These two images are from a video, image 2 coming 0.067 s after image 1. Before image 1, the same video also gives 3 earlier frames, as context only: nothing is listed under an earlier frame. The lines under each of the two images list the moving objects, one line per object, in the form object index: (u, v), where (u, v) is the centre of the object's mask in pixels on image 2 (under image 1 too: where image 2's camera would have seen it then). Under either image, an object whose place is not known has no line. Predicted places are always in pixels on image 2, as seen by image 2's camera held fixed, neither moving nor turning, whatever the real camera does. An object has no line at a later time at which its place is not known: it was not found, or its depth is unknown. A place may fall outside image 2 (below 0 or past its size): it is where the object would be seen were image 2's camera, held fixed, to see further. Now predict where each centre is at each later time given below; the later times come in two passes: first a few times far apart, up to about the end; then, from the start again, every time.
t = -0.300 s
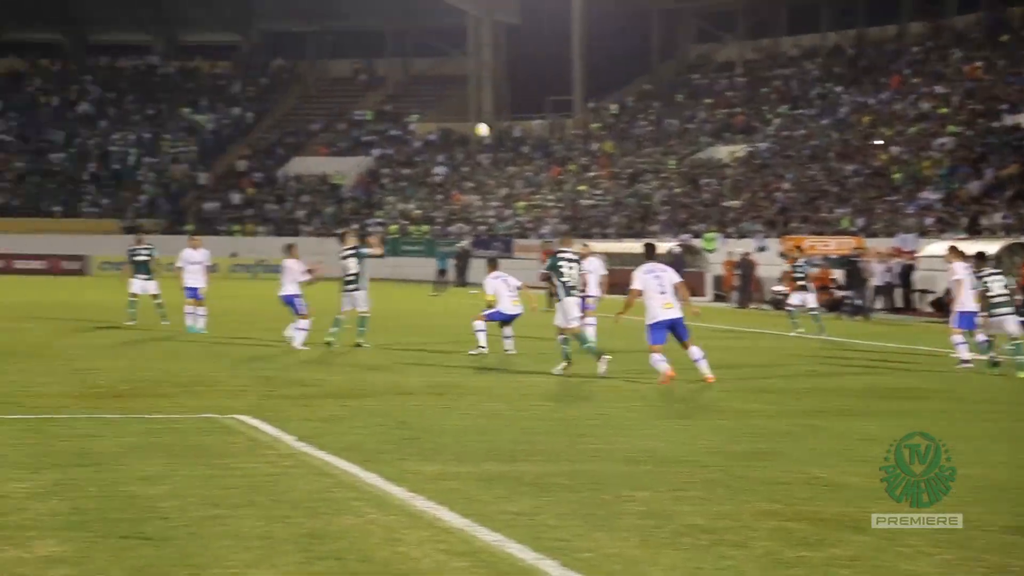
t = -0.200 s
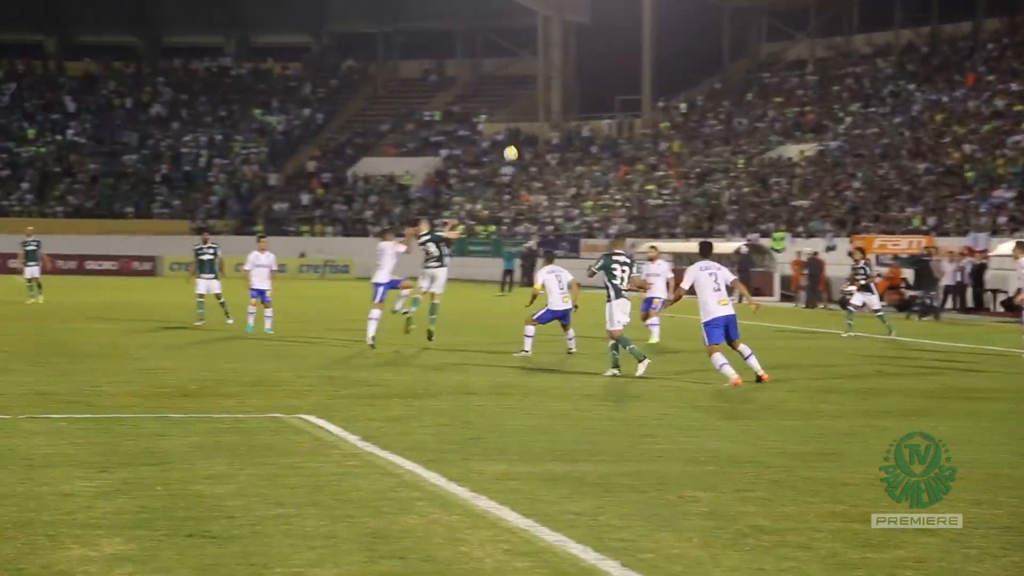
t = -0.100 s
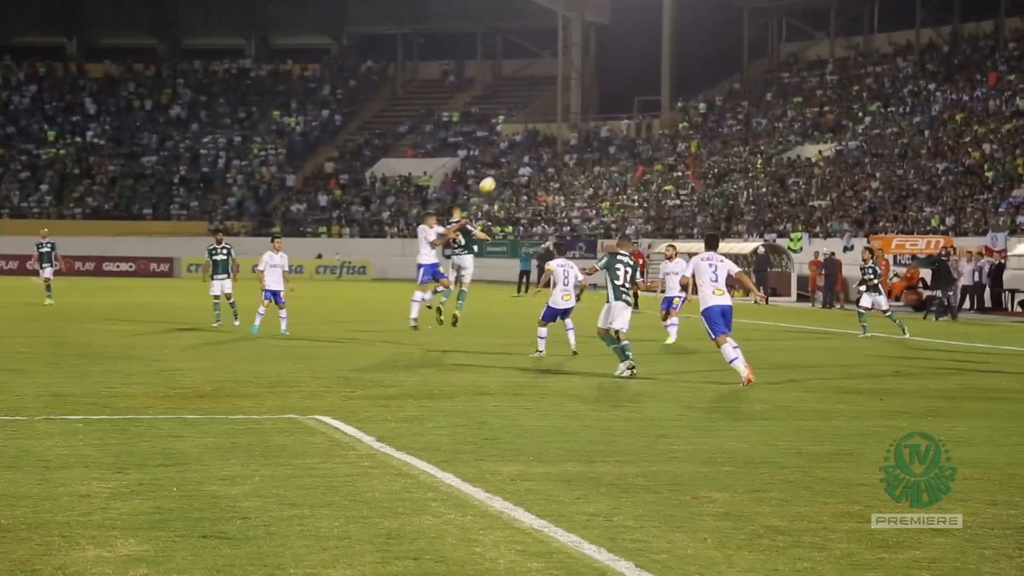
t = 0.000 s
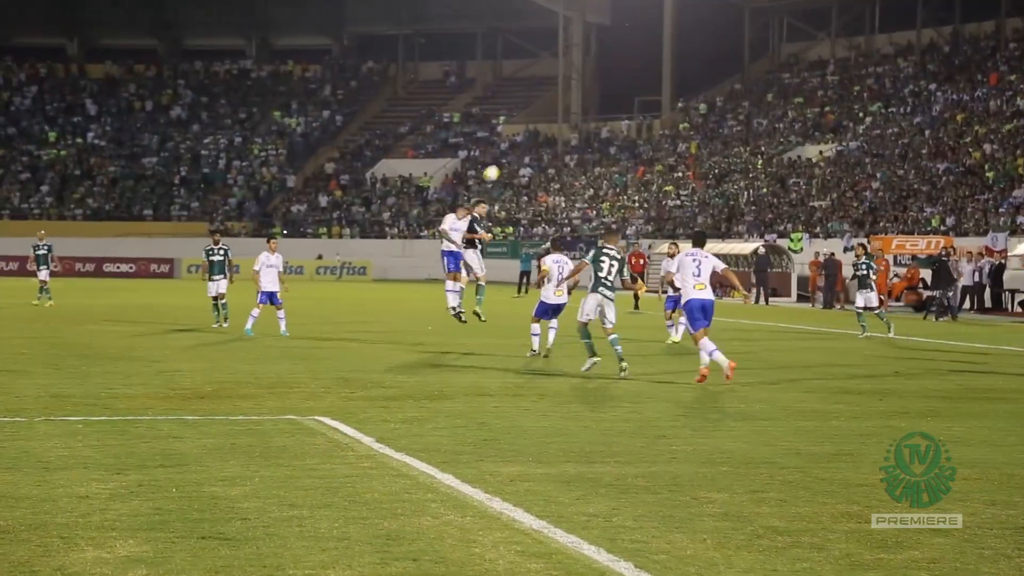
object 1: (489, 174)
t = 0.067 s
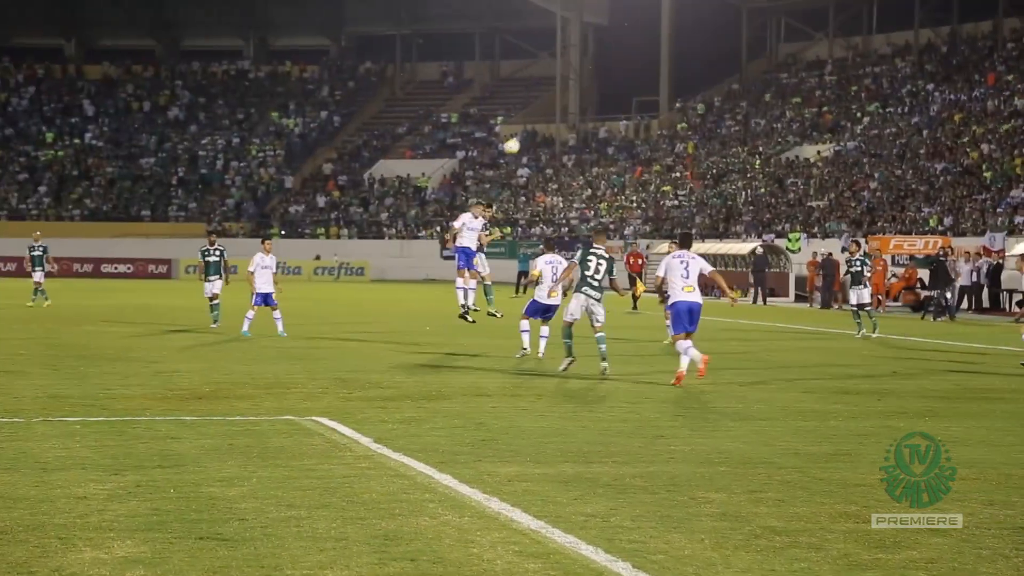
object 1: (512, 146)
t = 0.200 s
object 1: (557, 99)
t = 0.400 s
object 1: (626, 48)
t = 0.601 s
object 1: (696, 25)
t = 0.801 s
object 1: (767, 32)
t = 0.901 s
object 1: (805, 48)
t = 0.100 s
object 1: (523, 133)
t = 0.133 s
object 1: (534, 122)
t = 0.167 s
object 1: (545, 110)
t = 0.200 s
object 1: (557, 99)
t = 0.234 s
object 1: (568, 89)
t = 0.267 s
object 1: (579, 79)
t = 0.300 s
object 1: (591, 70)
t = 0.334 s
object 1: (602, 62)
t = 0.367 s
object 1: (614, 55)
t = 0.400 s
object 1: (626, 48)
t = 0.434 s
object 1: (638, 42)
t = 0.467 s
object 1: (650, 38)
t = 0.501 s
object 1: (661, 33)
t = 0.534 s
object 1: (674, 29)
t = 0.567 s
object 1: (685, 27)
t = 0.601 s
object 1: (696, 25)
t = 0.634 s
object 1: (707, 23)
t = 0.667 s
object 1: (719, 23)
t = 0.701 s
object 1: (731, 24)
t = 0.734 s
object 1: (743, 25)
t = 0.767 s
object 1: (755, 28)
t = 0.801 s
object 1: (767, 32)
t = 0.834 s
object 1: (780, 36)
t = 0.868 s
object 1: (793, 41)
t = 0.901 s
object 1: (805, 48)
